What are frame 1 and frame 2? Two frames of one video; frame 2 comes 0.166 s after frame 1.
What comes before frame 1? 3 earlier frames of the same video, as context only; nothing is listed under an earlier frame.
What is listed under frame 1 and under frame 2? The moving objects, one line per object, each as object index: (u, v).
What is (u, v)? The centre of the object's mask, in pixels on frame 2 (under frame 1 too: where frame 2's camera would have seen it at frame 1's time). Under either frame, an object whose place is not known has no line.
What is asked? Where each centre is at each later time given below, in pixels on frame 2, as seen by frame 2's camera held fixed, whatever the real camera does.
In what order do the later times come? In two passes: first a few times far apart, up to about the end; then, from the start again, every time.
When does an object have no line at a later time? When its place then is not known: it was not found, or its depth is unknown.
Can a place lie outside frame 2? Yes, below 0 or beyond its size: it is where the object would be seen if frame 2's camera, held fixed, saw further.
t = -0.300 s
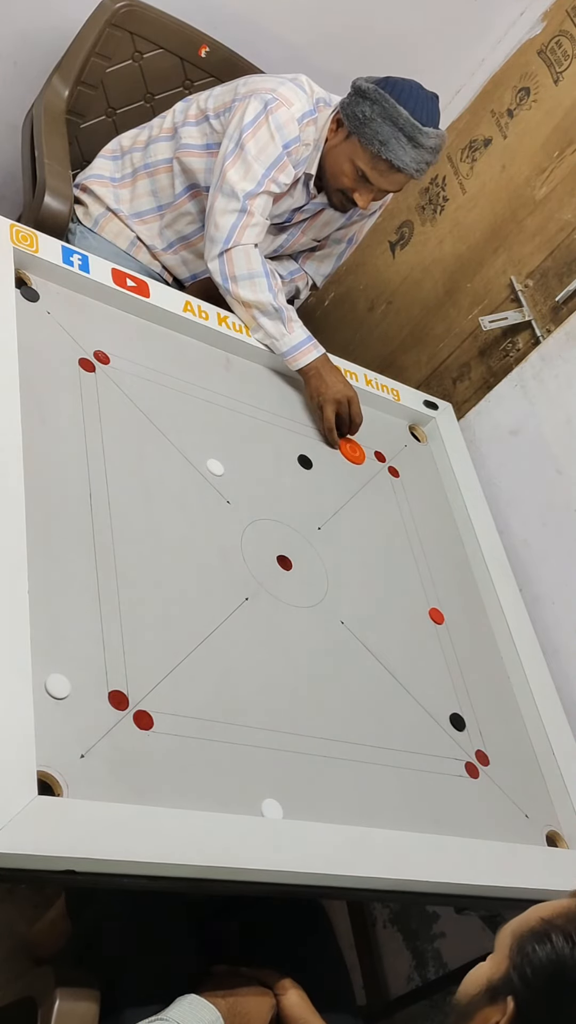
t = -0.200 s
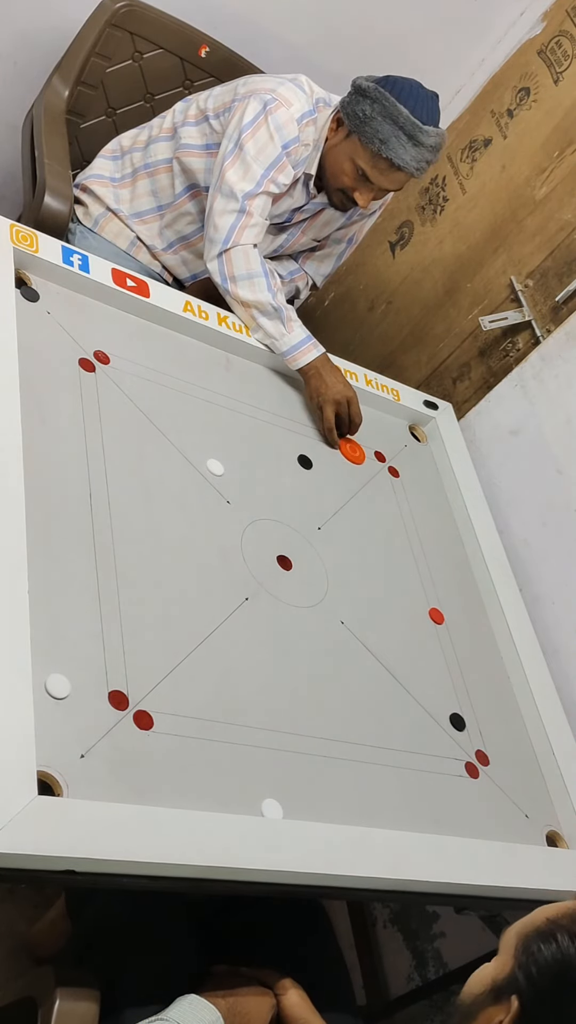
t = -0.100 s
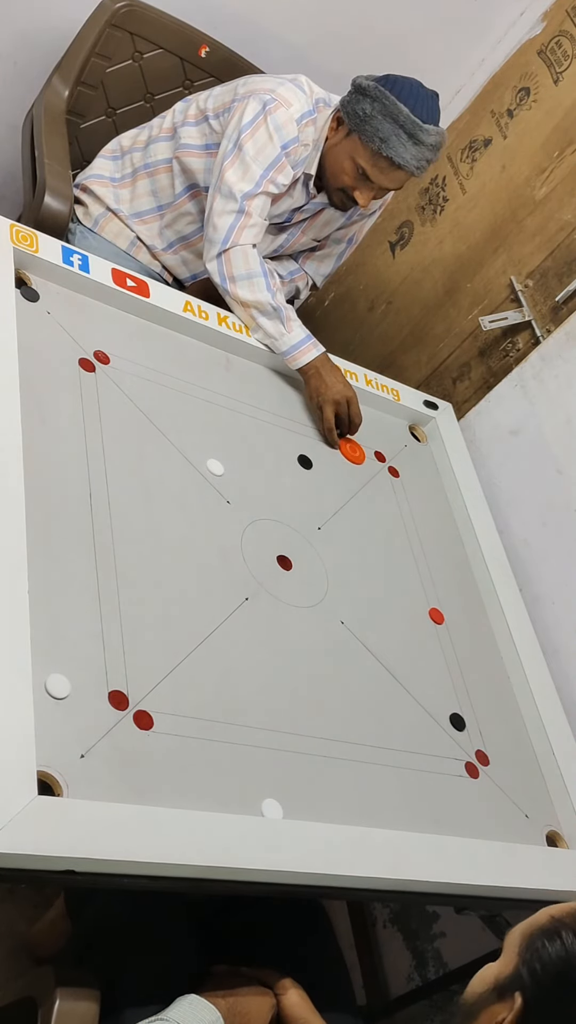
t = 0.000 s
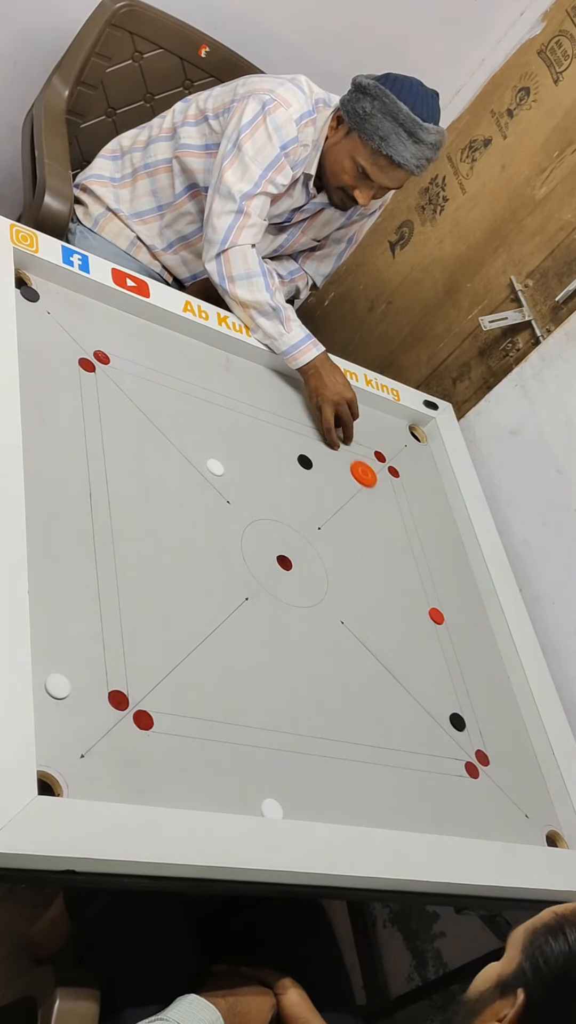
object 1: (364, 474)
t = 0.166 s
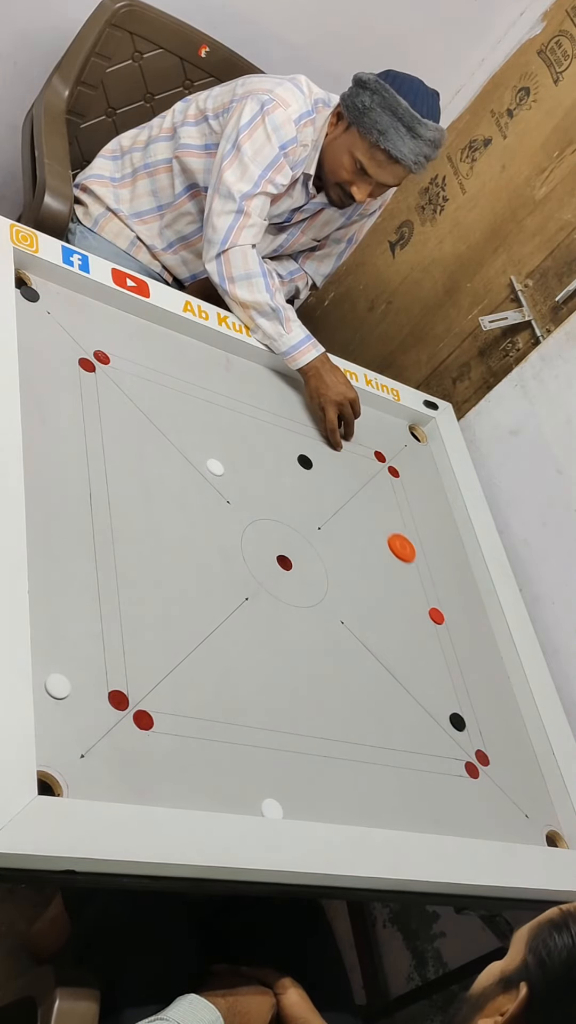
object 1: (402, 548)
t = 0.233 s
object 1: (417, 576)
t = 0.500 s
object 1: (461, 662)
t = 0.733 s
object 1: (494, 728)
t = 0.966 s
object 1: (523, 788)
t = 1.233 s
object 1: (546, 835)
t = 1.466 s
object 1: (546, 832)
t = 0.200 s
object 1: (409, 562)
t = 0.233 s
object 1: (417, 576)
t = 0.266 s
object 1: (425, 591)
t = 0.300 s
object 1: (430, 602)
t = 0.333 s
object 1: (435, 612)
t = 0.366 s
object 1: (441, 622)
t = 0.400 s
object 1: (446, 632)
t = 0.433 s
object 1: (451, 642)
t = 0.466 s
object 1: (456, 652)
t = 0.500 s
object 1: (461, 662)
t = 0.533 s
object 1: (466, 672)
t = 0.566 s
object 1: (471, 682)
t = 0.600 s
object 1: (476, 691)
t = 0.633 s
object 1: (480, 700)
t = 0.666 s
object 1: (485, 710)
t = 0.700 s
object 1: (490, 720)
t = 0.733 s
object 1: (494, 728)
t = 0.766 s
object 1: (498, 738)
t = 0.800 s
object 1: (503, 746)
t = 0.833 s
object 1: (507, 755)
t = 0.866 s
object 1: (511, 763)
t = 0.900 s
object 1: (515, 772)
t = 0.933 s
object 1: (519, 780)
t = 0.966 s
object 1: (523, 788)
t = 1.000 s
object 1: (527, 797)
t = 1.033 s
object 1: (531, 804)
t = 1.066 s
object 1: (534, 811)
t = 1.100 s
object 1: (538, 819)
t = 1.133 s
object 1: (541, 825)
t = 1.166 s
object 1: (543, 830)
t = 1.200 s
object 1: (545, 833)
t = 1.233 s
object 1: (546, 835)
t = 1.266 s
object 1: (546, 834)
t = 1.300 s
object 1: (546, 833)
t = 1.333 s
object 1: (546, 832)
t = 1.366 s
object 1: (546, 832)
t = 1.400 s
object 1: (546, 832)
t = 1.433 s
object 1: (546, 832)
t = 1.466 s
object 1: (546, 832)
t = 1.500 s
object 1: (546, 832)
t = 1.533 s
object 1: (546, 832)
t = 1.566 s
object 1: (546, 832)
